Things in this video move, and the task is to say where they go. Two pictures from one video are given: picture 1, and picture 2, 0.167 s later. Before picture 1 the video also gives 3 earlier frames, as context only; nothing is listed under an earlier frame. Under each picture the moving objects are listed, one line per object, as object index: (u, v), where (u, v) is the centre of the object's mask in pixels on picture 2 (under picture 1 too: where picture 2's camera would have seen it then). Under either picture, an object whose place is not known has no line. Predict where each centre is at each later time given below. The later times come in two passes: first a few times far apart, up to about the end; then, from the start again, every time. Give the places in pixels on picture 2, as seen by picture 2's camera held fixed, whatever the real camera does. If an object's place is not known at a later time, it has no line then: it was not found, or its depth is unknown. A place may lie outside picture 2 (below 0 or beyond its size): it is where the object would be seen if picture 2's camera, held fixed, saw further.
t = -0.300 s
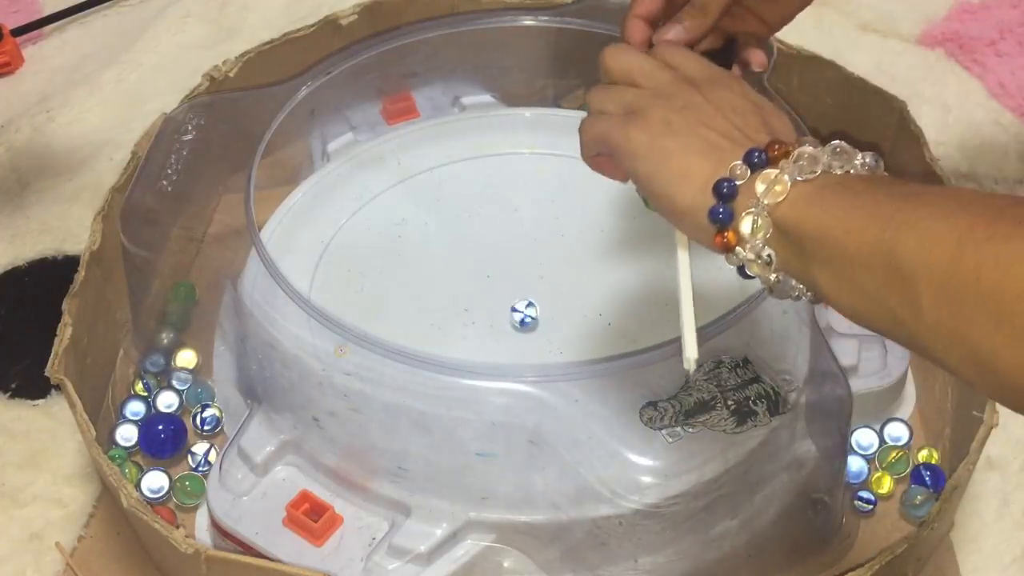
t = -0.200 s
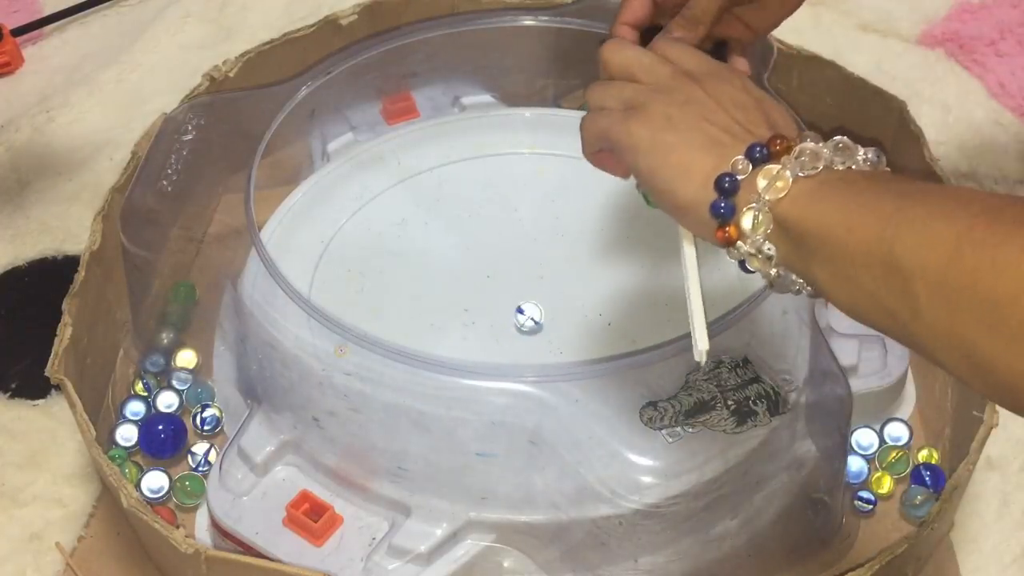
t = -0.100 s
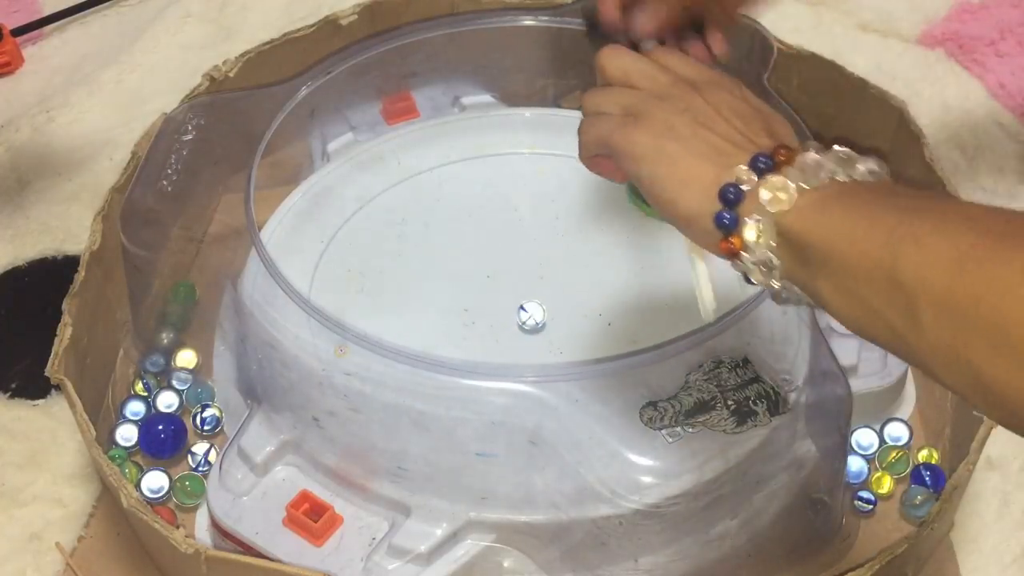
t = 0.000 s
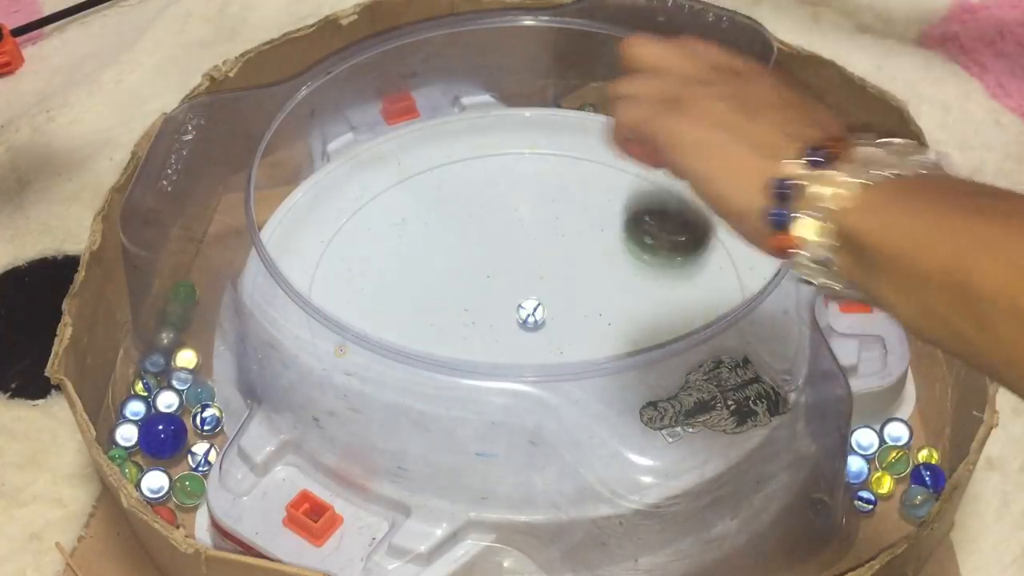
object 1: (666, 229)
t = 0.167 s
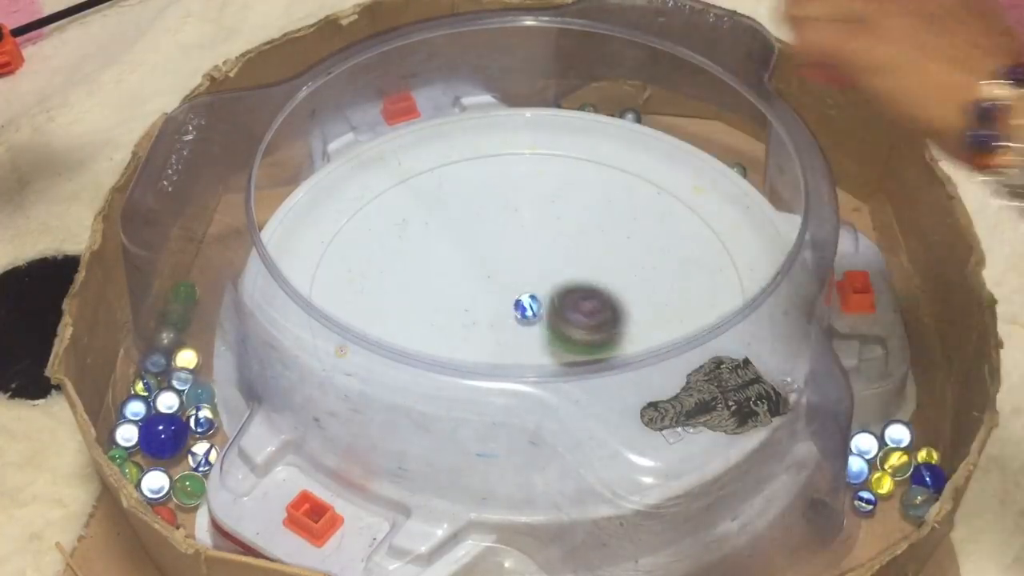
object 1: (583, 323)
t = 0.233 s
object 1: (540, 288)
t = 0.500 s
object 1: (445, 287)
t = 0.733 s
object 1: (471, 288)
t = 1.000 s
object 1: (531, 290)
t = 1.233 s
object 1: (581, 230)
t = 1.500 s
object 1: (504, 230)
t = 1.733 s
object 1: (530, 162)
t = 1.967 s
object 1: (522, 232)
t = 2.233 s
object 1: (545, 336)
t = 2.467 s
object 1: (654, 322)
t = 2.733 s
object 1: (640, 225)
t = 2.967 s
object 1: (508, 229)
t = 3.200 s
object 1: (433, 350)
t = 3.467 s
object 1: (611, 416)
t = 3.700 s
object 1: (688, 289)
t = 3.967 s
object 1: (495, 199)
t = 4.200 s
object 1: (323, 290)
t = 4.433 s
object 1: (522, 425)
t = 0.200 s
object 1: (556, 310)
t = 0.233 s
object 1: (540, 288)
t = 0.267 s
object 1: (525, 301)
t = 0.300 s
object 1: (509, 307)
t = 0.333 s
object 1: (494, 300)
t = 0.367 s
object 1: (479, 298)
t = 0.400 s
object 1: (467, 298)
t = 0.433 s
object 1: (459, 291)
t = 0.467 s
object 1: (450, 290)
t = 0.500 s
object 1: (445, 287)
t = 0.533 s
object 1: (443, 285)
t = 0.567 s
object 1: (444, 284)
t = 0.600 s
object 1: (446, 283)
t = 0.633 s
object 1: (450, 284)
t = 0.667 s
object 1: (457, 285)
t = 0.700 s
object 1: (464, 286)
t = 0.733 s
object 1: (471, 288)
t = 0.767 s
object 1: (480, 290)
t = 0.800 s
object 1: (488, 291)
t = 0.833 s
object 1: (497, 293)
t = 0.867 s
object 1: (505, 293)
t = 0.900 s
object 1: (513, 294)
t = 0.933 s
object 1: (520, 293)
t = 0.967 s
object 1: (526, 292)
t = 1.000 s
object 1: (531, 290)
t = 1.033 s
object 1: (537, 285)
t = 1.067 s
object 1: (551, 276)
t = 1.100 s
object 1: (562, 269)
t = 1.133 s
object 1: (571, 255)
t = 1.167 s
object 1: (579, 248)
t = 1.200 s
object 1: (581, 239)
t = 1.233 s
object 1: (581, 230)
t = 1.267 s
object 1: (580, 225)
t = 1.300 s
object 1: (574, 219)
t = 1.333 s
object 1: (567, 217)
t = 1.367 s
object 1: (557, 214)
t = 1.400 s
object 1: (545, 216)
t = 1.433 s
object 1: (532, 218)
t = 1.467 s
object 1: (518, 223)
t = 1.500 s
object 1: (504, 230)
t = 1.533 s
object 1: (494, 232)
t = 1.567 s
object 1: (501, 211)
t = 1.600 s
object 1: (508, 195)
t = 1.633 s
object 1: (516, 180)
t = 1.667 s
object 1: (522, 170)
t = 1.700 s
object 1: (526, 165)
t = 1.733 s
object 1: (530, 162)
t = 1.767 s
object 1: (532, 164)
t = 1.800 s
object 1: (532, 167)
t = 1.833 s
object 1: (534, 176)
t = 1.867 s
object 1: (531, 186)
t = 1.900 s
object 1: (528, 200)
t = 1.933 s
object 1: (526, 214)
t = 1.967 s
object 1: (522, 232)
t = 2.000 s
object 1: (519, 248)
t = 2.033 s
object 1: (517, 266)
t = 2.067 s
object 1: (516, 281)
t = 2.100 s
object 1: (515, 298)
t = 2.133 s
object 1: (518, 310)
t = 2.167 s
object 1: (524, 322)
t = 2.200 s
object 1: (534, 330)
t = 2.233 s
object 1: (545, 336)
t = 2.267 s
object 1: (558, 339)
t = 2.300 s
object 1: (575, 340)
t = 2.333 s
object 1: (593, 350)
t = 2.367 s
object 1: (608, 349)
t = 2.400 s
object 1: (627, 339)
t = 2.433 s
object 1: (642, 332)
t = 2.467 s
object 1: (654, 322)
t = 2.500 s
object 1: (664, 311)
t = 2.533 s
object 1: (672, 298)
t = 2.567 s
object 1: (676, 288)
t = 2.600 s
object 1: (676, 273)
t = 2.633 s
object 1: (672, 259)
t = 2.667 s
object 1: (665, 246)
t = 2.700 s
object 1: (654, 235)
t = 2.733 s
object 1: (640, 225)
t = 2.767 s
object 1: (625, 218)
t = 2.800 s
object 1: (608, 213)
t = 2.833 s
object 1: (589, 211)
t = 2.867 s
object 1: (570, 210)
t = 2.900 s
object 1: (549, 214)
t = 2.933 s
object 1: (528, 220)
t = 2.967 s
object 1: (508, 229)
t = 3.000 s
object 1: (488, 242)
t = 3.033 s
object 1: (470, 257)
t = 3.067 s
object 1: (455, 273)
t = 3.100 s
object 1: (443, 291)
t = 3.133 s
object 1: (436, 309)
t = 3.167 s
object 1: (433, 324)
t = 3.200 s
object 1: (433, 350)
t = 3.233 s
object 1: (441, 365)
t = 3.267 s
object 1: (455, 384)
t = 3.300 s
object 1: (472, 398)
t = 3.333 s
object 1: (494, 418)
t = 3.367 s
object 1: (521, 423)
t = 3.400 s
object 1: (551, 425)
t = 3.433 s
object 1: (582, 423)
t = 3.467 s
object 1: (611, 416)
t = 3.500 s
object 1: (635, 405)
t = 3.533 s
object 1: (652, 382)
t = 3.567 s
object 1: (672, 361)
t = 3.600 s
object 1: (687, 345)
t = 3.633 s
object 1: (695, 329)
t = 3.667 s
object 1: (693, 304)
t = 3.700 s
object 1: (688, 289)
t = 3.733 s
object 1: (676, 269)
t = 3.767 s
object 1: (661, 252)
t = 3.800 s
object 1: (641, 236)
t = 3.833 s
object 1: (615, 222)
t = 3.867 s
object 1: (589, 213)
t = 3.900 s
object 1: (562, 205)
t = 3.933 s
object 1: (529, 199)
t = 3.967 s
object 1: (495, 199)
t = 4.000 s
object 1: (461, 204)
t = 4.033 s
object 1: (431, 207)
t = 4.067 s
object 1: (399, 217)
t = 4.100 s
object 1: (367, 232)
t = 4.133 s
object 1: (343, 247)
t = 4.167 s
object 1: (325, 265)
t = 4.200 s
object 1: (323, 290)
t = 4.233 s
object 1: (333, 322)
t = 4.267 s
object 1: (353, 347)
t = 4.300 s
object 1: (376, 371)
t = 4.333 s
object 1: (410, 393)
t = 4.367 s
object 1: (445, 412)
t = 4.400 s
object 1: (479, 420)
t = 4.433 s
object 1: (522, 425)
